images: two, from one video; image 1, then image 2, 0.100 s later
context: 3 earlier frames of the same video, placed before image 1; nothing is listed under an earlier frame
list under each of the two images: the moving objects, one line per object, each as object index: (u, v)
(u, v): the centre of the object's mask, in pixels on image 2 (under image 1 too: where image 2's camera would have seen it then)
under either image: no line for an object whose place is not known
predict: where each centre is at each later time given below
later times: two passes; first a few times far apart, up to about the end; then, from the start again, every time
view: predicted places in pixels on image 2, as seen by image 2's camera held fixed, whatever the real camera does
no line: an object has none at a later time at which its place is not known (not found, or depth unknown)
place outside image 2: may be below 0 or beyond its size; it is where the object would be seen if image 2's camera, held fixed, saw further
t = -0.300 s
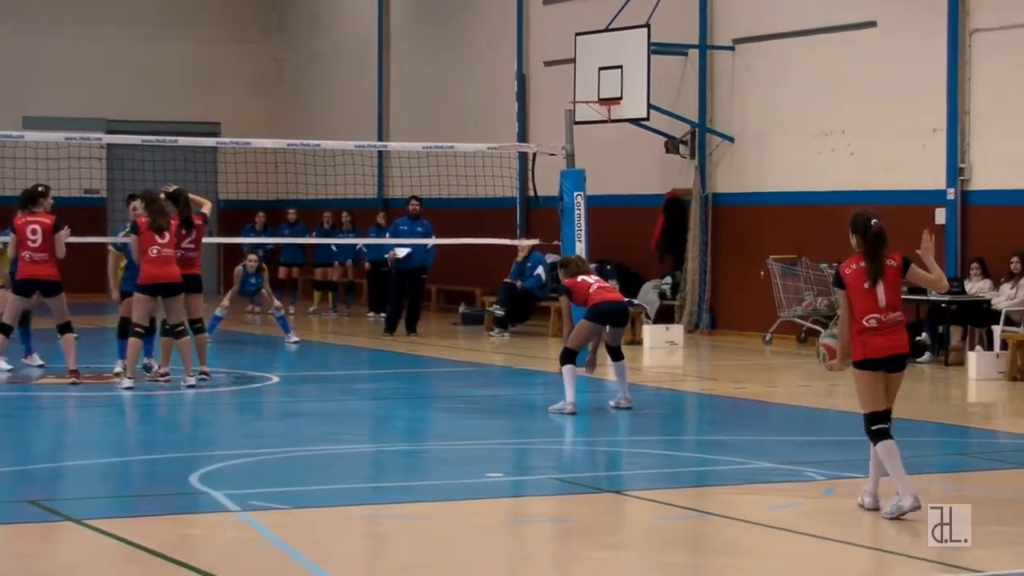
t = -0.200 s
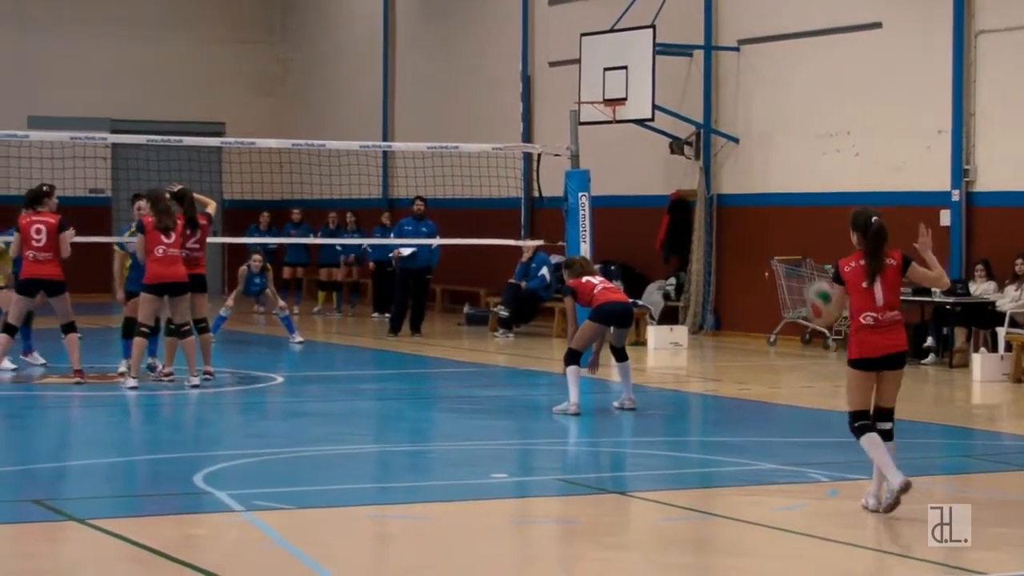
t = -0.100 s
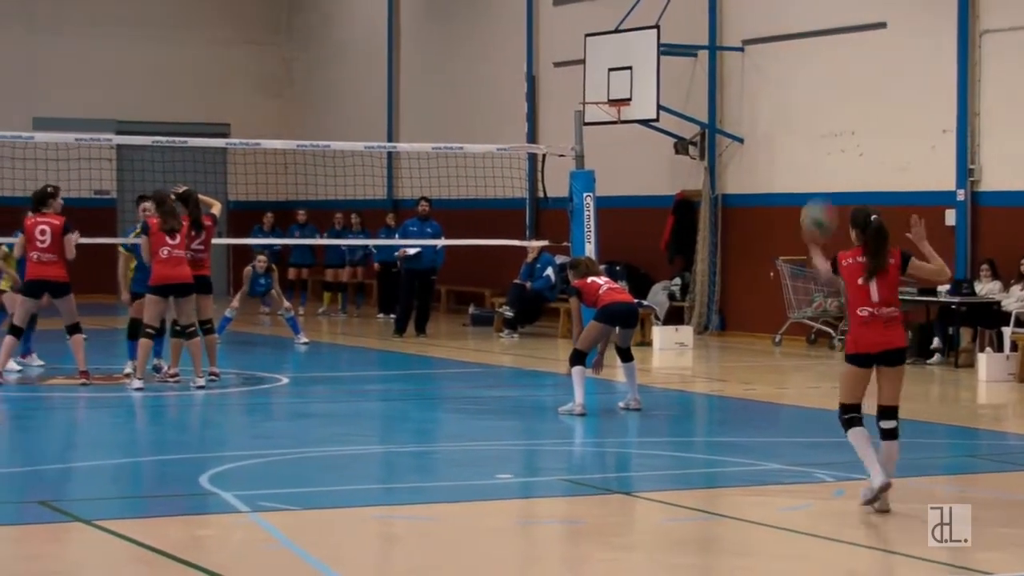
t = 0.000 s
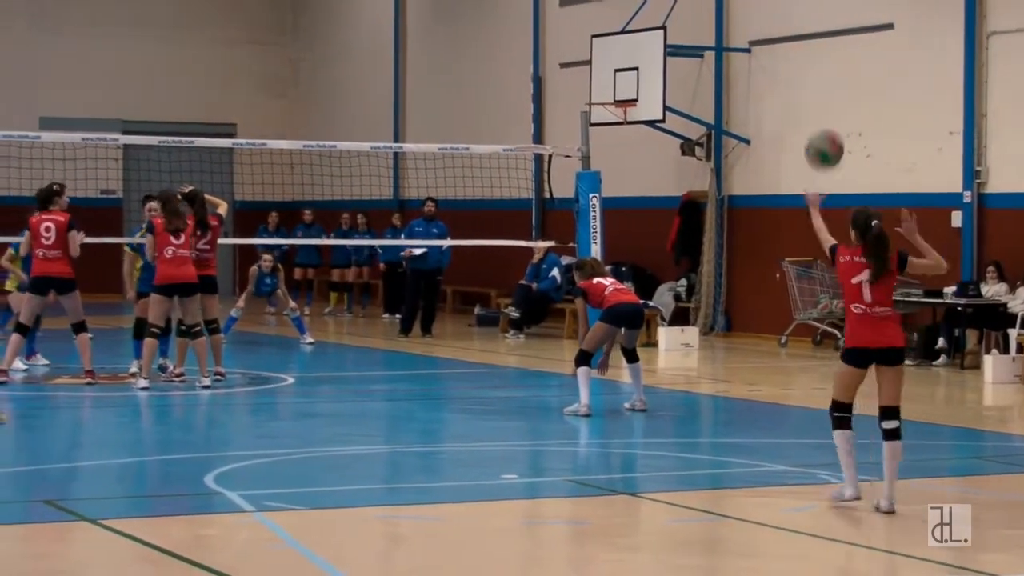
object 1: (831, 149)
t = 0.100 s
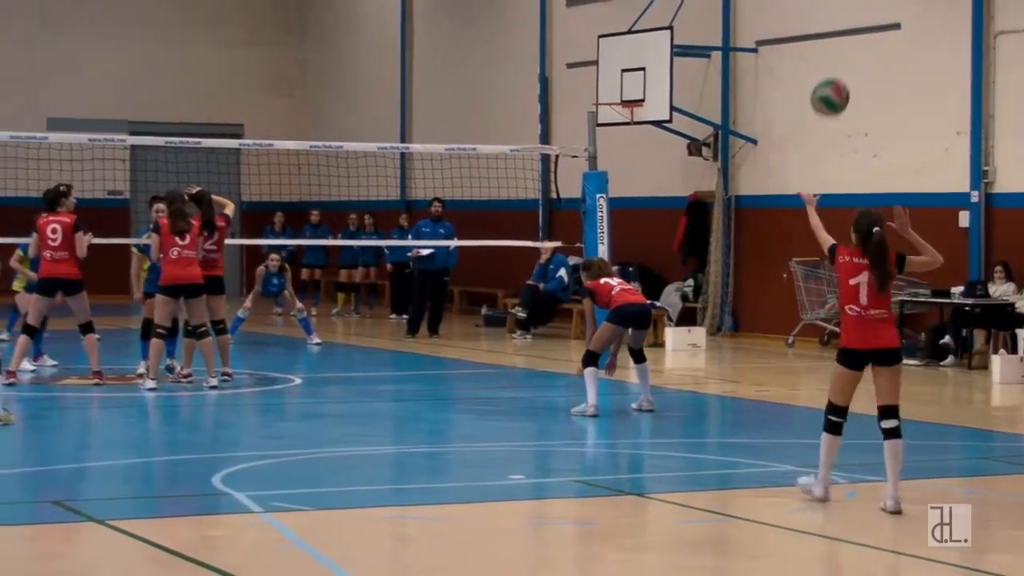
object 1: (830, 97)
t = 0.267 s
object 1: (826, 50)
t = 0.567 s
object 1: (820, 91)
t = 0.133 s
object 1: (829, 83)
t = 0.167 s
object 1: (828, 71)
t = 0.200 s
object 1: (828, 62)
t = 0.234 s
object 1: (827, 55)
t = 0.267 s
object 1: (826, 50)
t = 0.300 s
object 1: (826, 46)
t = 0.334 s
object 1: (825, 45)
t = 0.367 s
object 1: (824, 45)
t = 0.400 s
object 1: (823, 48)
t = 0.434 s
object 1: (823, 52)
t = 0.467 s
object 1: (822, 60)
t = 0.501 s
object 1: (822, 68)
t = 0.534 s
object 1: (821, 78)
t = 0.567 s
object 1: (820, 91)
